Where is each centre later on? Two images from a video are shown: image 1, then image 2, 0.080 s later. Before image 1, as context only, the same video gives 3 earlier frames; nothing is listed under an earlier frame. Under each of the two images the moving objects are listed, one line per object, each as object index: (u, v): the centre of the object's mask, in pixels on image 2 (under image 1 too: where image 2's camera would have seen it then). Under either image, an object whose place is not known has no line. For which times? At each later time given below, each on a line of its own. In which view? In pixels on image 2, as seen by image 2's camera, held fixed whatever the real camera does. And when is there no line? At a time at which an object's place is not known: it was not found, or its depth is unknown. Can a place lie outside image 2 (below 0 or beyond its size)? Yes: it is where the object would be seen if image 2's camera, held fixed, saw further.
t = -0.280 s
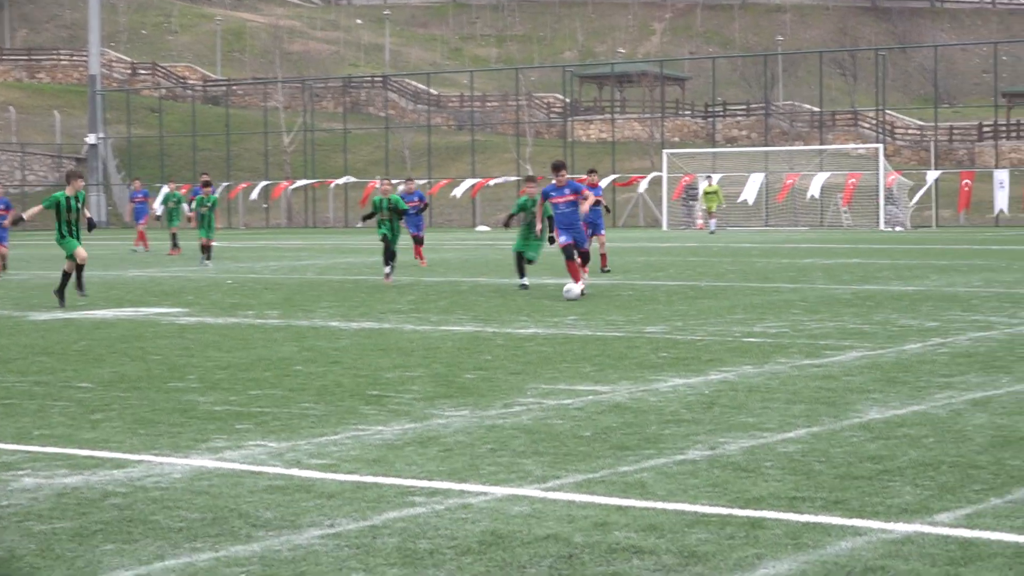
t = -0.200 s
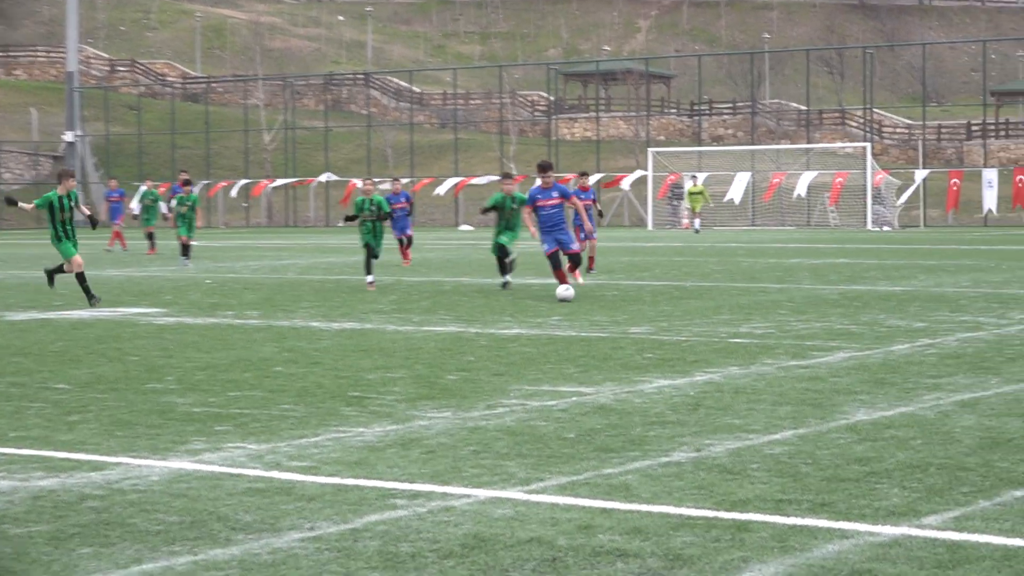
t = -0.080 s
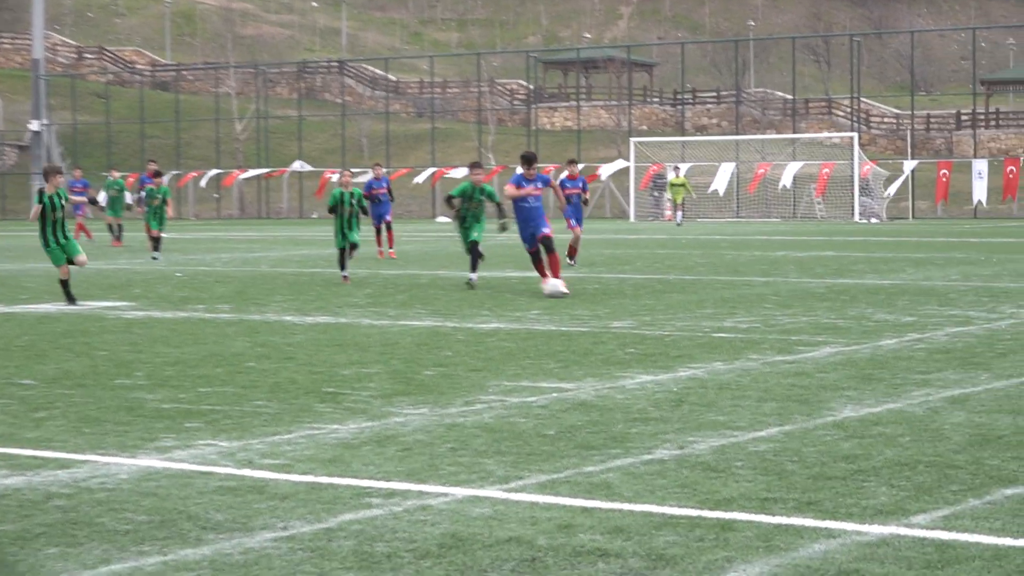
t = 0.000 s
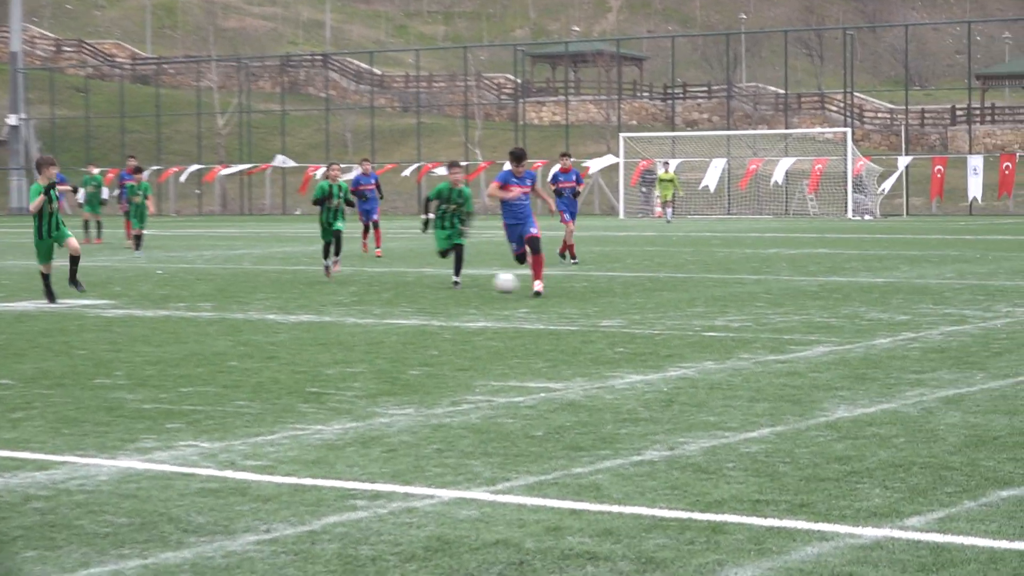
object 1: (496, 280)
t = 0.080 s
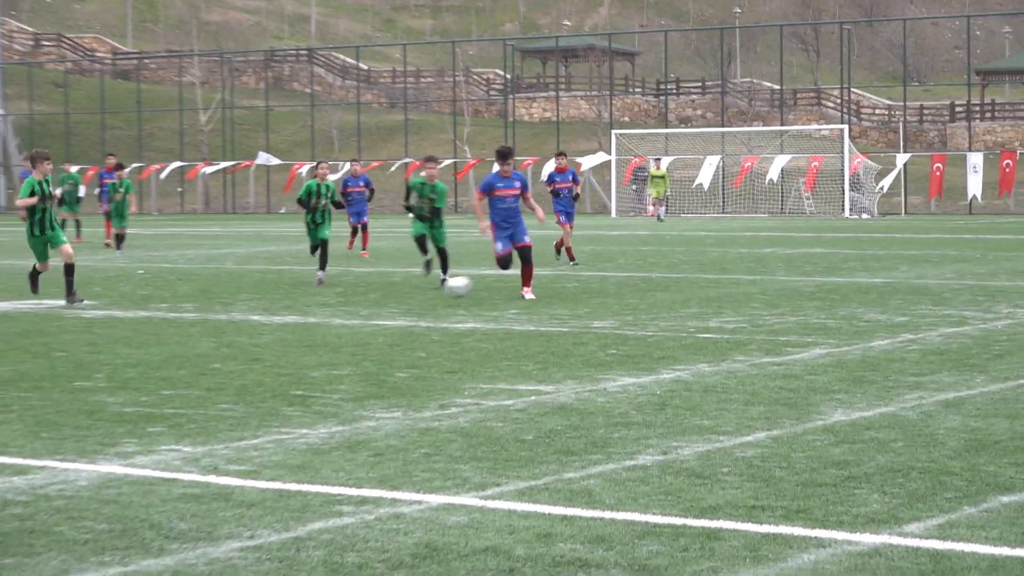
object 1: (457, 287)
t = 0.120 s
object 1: (436, 292)
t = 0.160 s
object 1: (416, 300)
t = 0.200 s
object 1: (394, 310)
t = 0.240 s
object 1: (374, 311)
